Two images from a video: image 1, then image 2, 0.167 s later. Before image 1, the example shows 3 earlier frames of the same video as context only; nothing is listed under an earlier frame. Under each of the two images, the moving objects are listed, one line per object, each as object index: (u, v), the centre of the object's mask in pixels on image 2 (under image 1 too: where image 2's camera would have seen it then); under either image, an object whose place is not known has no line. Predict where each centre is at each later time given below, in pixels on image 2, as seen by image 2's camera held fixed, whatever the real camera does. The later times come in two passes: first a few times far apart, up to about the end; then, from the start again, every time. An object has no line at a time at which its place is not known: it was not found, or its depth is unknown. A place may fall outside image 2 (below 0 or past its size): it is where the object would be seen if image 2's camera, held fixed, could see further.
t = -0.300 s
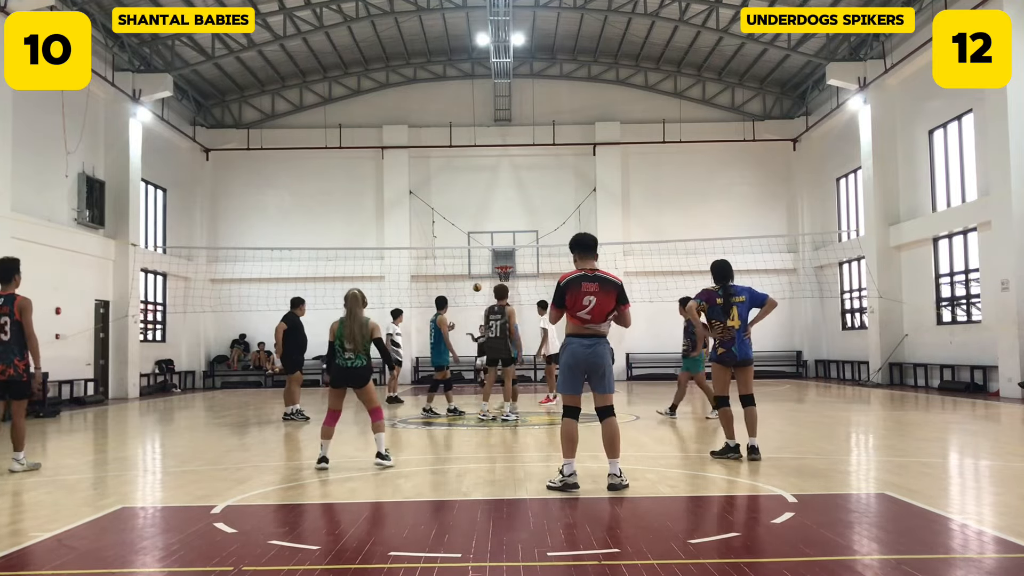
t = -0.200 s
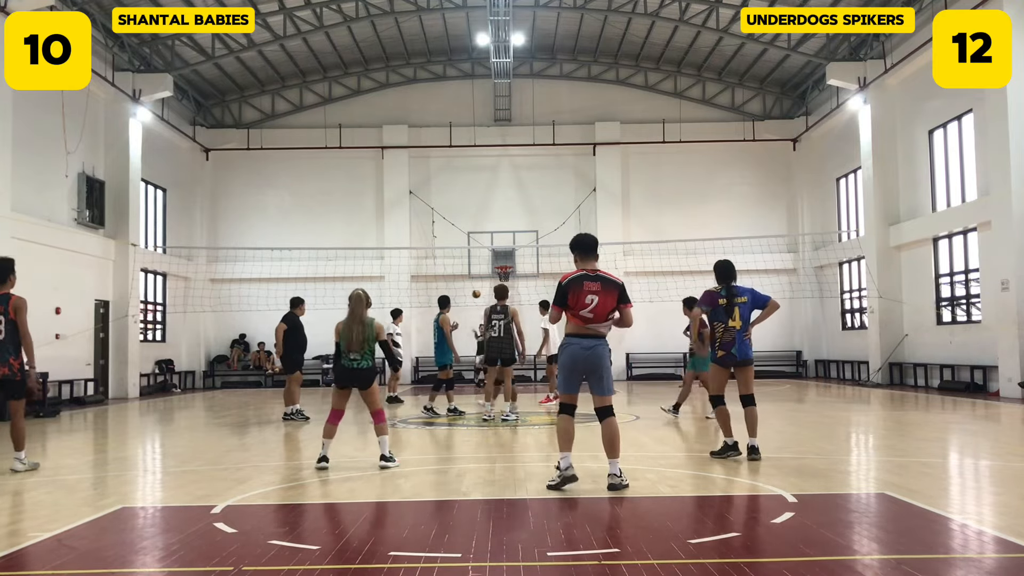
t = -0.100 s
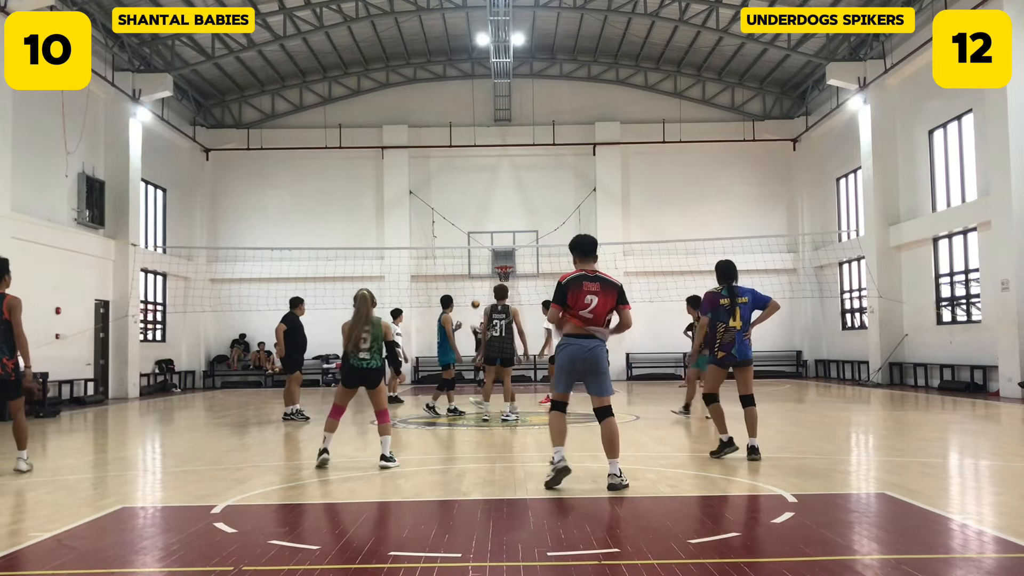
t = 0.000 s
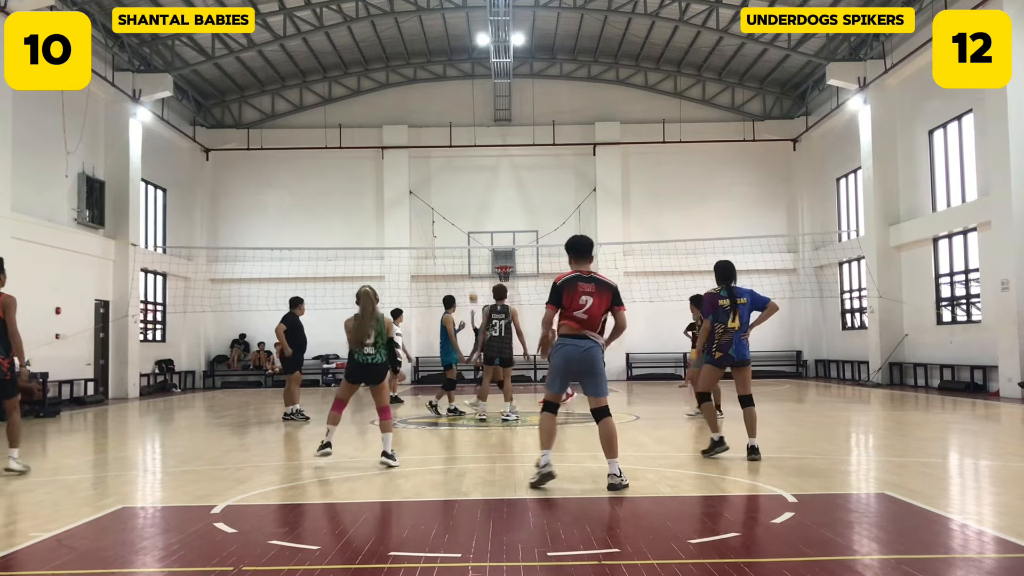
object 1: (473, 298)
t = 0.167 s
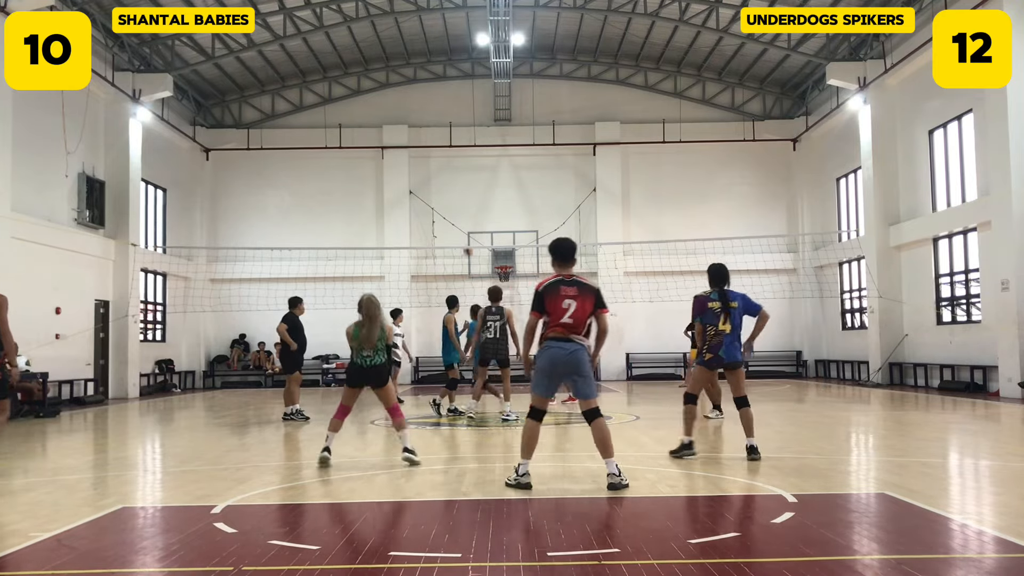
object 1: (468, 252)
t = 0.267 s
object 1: (465, 224)
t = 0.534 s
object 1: (458, 170)
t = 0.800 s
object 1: (453, 146)
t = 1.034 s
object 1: (447, 167)
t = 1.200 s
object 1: (445, 218)
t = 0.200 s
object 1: (466, 241)
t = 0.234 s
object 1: (465, 233)
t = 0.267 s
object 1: (465, 224)
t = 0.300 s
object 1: (464, 217)
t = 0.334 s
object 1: (462, 209)
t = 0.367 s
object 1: (461, 202)
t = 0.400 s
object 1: (460, 194)
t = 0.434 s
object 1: (459, 187)
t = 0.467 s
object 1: (459, 181)
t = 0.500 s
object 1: (458, 175)
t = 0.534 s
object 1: (458, 170)
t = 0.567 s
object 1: (457, 165)
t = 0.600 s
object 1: (456, 161)
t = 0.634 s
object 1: (455, 157)
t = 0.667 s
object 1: (455, 153)
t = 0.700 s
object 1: (454, 150)
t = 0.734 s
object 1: (454, 148)
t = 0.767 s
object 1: (453, 146)
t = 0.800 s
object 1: (453, 146)
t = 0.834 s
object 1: (452, 146)
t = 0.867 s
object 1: (452, 148)
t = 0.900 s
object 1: (451, 150)
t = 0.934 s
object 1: (450, 152)
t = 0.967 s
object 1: (449, 156)
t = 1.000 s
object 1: (448, 161)
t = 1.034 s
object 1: (447, 167)
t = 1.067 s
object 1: (447, 173)
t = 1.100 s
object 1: (446, 182)
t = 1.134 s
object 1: (446, 192)
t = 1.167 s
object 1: (446, 204)
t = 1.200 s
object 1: (445, 218)
